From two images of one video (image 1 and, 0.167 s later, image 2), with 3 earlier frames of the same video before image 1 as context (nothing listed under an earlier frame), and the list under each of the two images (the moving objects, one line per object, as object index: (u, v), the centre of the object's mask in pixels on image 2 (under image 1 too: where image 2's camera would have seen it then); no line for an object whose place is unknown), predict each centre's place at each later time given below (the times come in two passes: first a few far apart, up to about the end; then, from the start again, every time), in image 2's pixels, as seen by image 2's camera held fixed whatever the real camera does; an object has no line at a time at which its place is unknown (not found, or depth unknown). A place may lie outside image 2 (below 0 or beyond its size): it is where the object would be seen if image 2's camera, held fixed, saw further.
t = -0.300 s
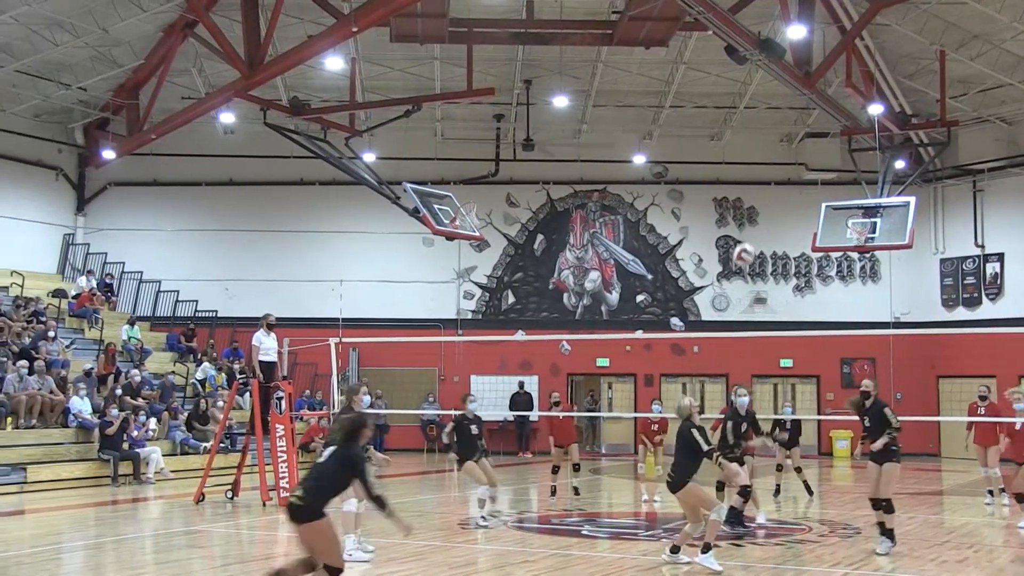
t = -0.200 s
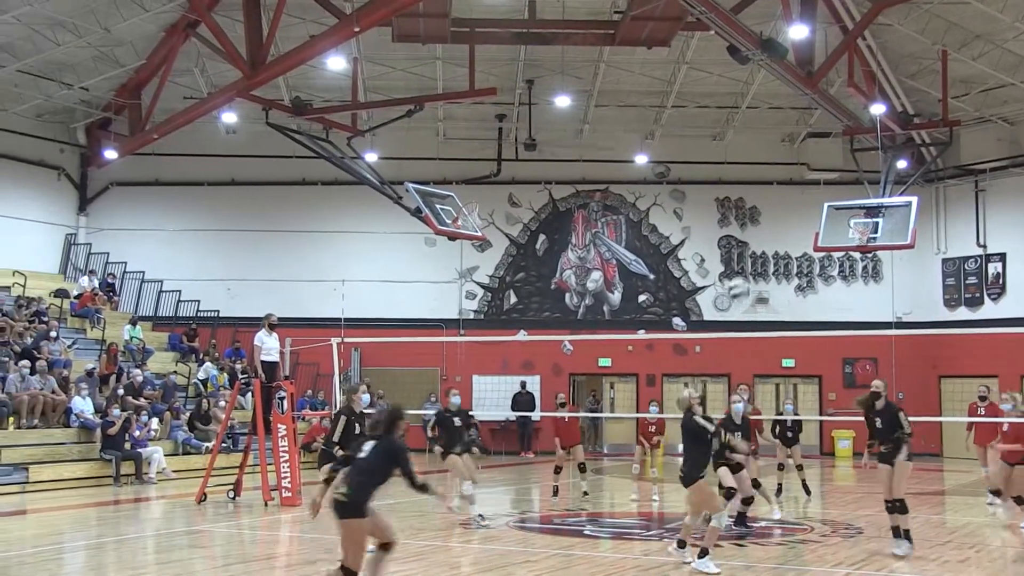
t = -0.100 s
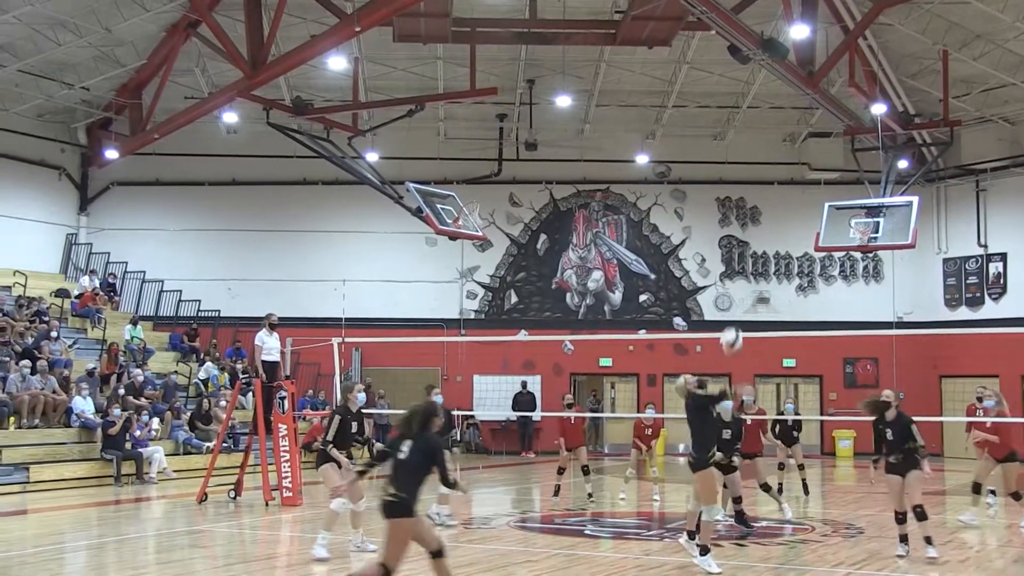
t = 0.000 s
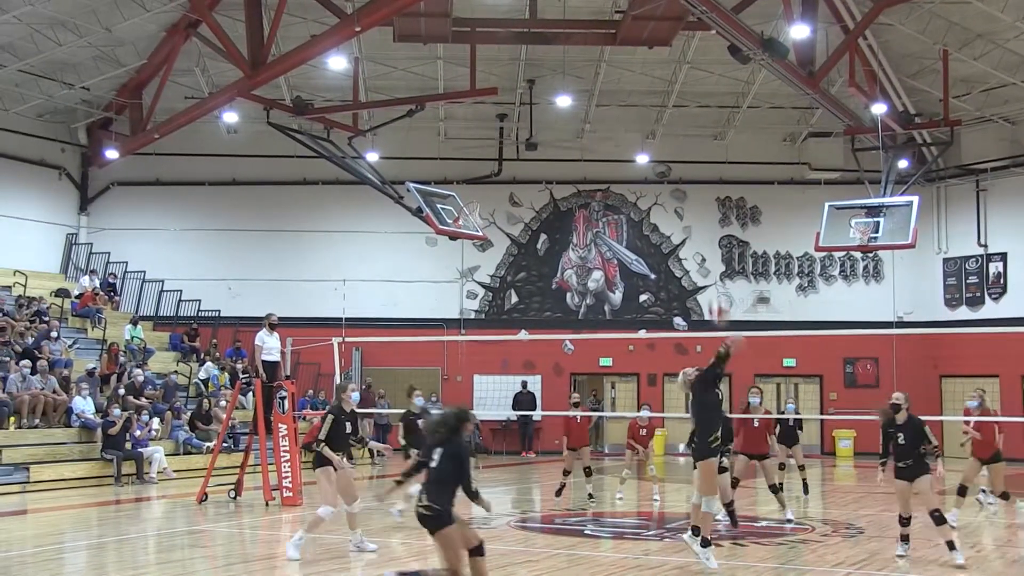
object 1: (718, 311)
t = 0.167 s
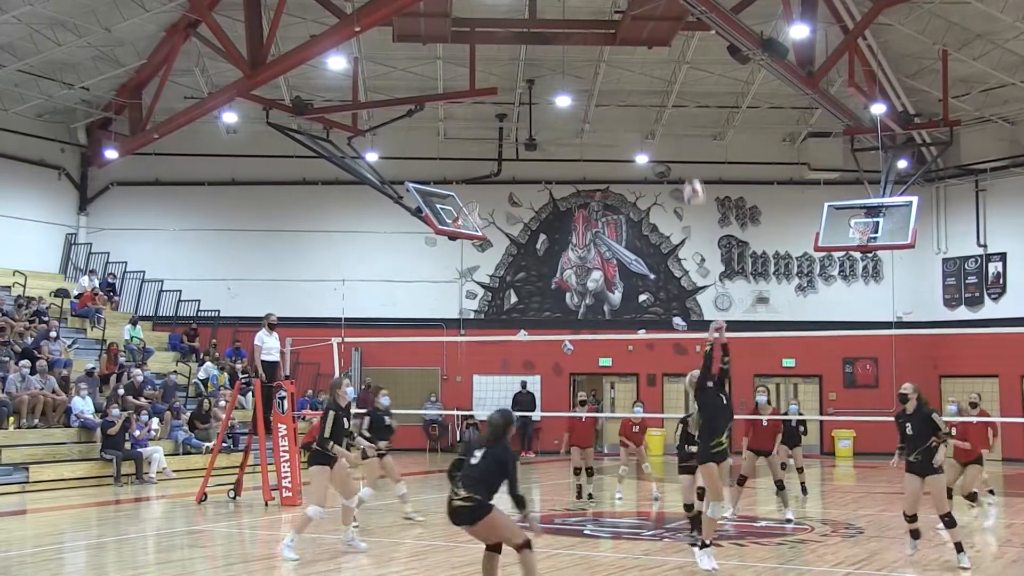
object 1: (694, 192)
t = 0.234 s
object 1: (685, 156)
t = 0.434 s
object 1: (660, 81)
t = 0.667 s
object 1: (632, 50)
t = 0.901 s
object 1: (607, 70)
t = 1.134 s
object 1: (584, 136)
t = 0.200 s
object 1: (690, 174)
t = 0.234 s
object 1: (685, 156)
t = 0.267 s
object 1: (681, 140)
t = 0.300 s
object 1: (677, 126)
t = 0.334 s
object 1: (672, 113)
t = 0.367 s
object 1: (668, 101)
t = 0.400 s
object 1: (664, 90)
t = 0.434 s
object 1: (660, 81)
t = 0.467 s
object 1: (656, 73)
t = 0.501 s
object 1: (652, 66)
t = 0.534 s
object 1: (648, 60)
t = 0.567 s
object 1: (644, 56)
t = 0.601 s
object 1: (640, 53)
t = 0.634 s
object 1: (636, 51)
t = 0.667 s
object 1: (632, 50)
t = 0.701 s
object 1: (629, 49)
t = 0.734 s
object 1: (625, 50)
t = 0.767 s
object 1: (622, 52)
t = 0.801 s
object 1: (618, 55)
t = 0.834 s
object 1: (614, 59)
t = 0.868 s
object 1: (611, 64)
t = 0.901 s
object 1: (607, 70)
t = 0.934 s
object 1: (604, 76)
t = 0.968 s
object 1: (601, 84)
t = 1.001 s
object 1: (597, 93)
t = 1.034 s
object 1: (594, 103)
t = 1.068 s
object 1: (591, 113)
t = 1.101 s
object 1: (587, 125)
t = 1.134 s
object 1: (584, 136)
